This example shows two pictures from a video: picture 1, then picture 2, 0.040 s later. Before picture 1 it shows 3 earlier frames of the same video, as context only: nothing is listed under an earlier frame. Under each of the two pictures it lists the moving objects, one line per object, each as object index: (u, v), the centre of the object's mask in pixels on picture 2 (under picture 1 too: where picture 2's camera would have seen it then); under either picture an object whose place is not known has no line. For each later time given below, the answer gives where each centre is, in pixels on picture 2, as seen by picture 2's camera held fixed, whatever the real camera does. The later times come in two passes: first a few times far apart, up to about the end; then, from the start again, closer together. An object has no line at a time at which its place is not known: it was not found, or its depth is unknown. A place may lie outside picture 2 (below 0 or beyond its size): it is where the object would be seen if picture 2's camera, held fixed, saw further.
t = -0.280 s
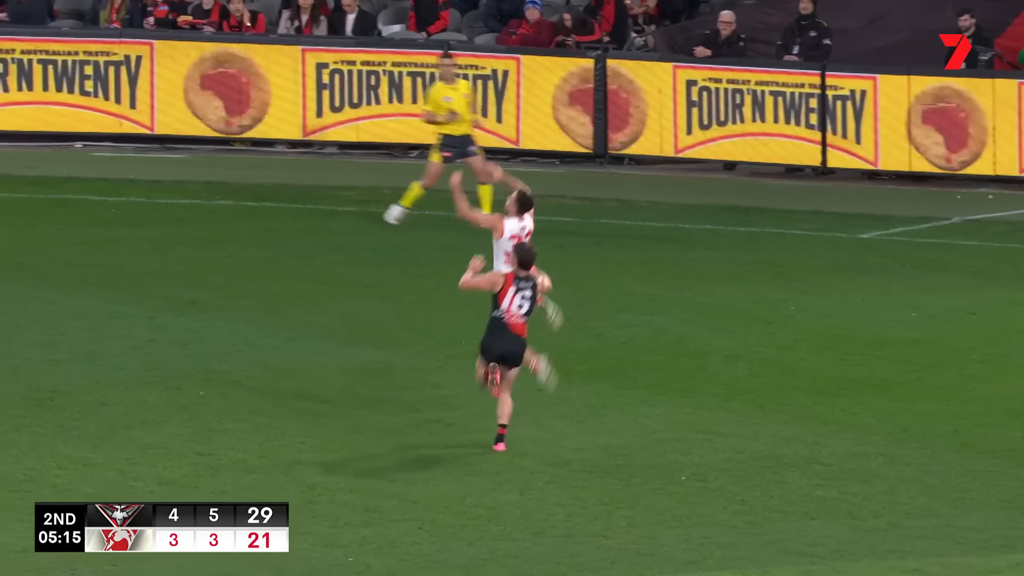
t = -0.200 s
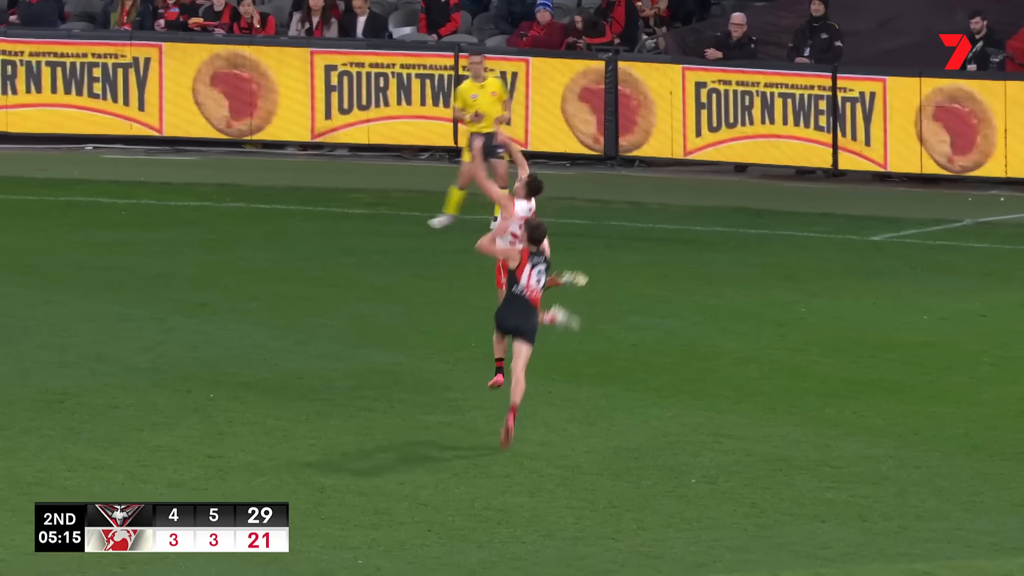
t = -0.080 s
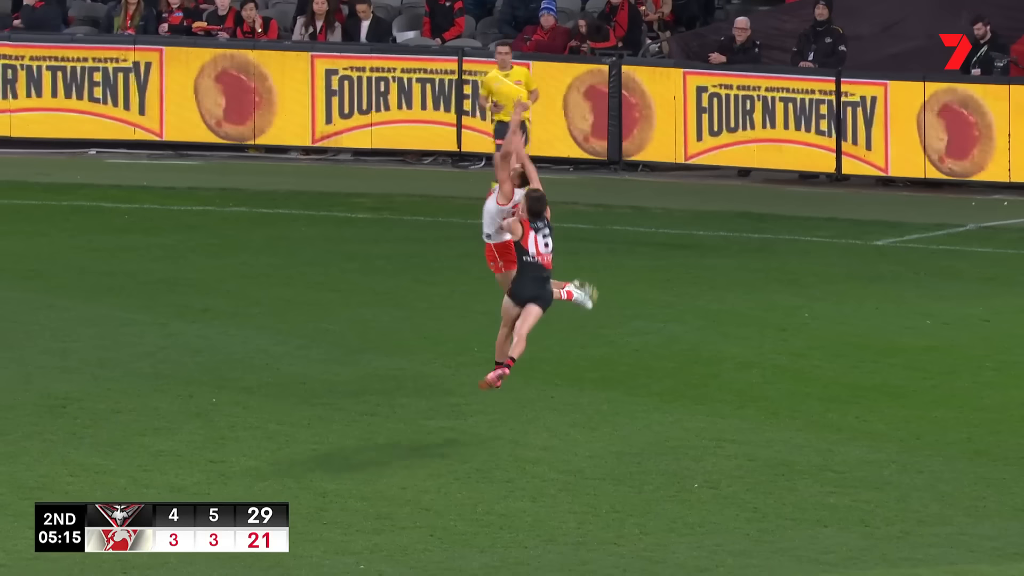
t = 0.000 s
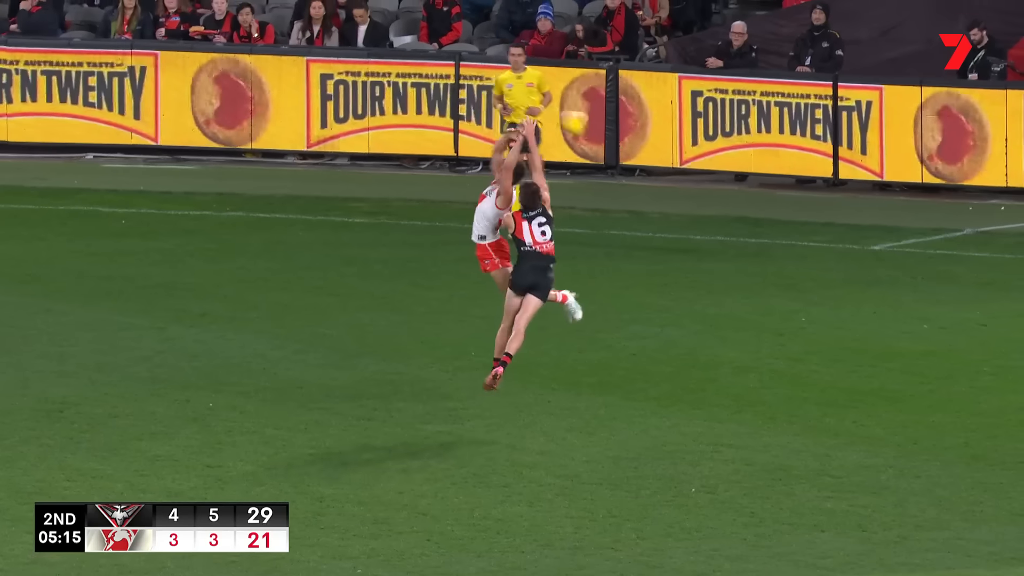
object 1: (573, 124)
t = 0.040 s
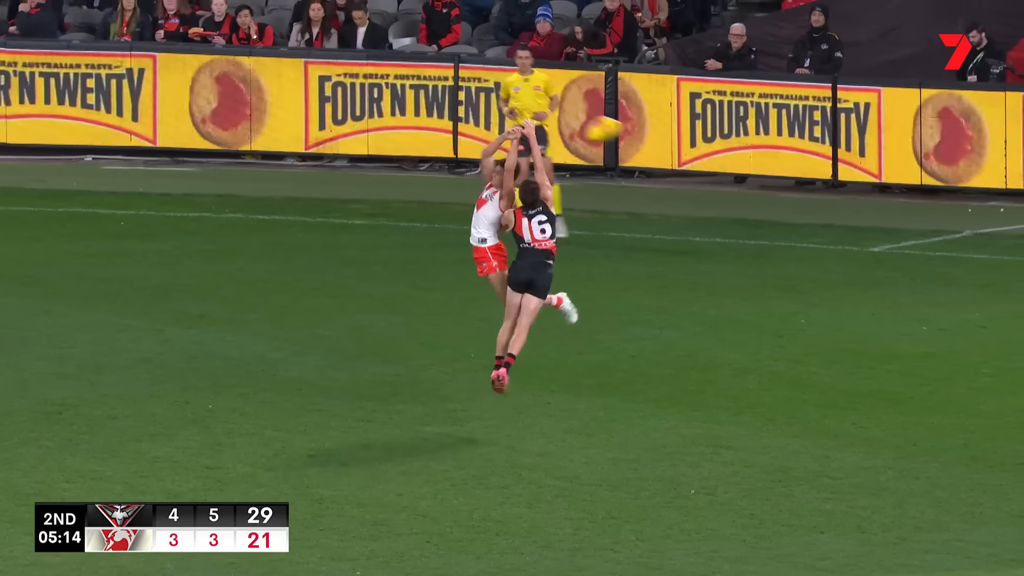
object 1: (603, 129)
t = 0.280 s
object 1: (781, 203)
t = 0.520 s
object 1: (960, 336)
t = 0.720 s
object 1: (1067, 379)
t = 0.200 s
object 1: (724, 173)
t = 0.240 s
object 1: (753, 186)
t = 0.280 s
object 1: (781, 203)
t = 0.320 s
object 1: (812, 220)
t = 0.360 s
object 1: (841, 240)
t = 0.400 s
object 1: (871, 262)
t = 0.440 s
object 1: (900, 285)
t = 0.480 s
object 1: (929, 312)
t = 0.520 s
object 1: (960, 336)
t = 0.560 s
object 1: (989, 368)
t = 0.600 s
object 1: (1020, 399)
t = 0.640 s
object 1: (1046, 427)
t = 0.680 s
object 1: (1058, 404)
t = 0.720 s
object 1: (1067, 379)
